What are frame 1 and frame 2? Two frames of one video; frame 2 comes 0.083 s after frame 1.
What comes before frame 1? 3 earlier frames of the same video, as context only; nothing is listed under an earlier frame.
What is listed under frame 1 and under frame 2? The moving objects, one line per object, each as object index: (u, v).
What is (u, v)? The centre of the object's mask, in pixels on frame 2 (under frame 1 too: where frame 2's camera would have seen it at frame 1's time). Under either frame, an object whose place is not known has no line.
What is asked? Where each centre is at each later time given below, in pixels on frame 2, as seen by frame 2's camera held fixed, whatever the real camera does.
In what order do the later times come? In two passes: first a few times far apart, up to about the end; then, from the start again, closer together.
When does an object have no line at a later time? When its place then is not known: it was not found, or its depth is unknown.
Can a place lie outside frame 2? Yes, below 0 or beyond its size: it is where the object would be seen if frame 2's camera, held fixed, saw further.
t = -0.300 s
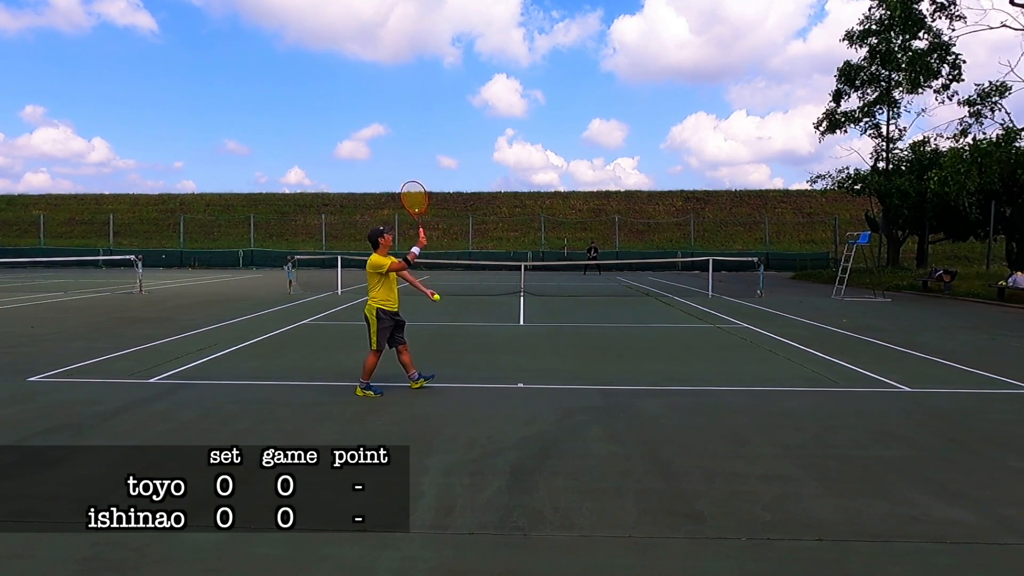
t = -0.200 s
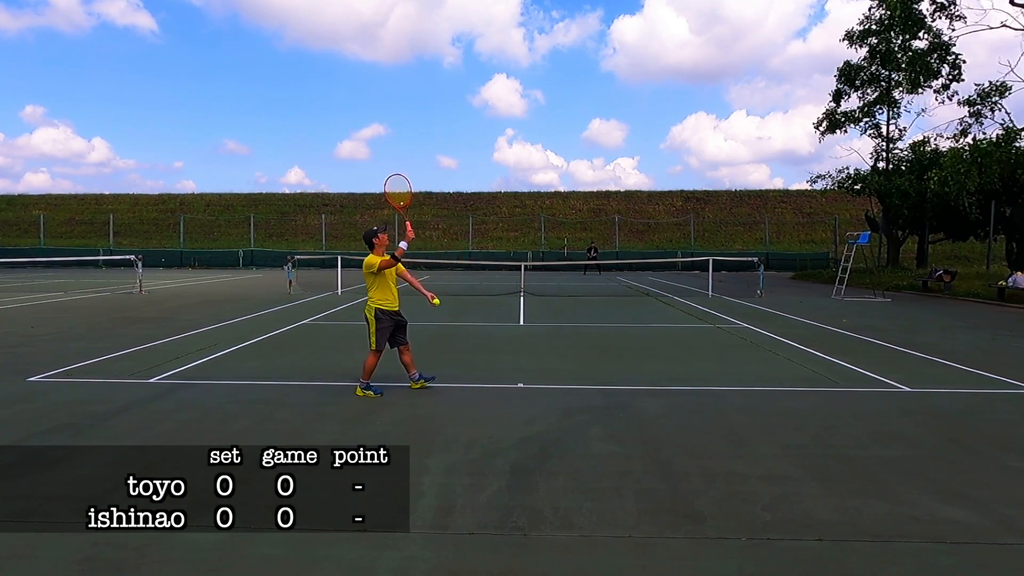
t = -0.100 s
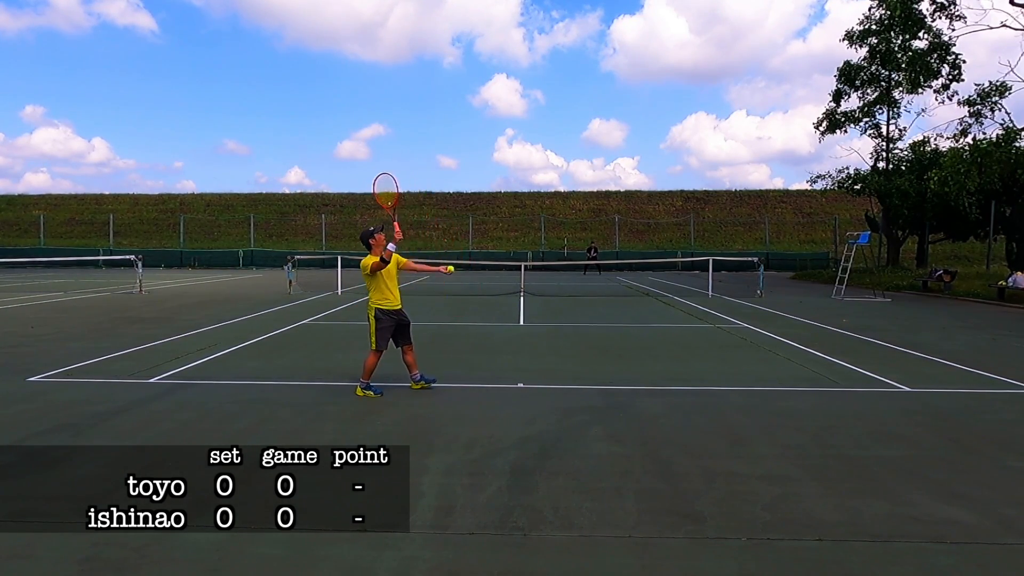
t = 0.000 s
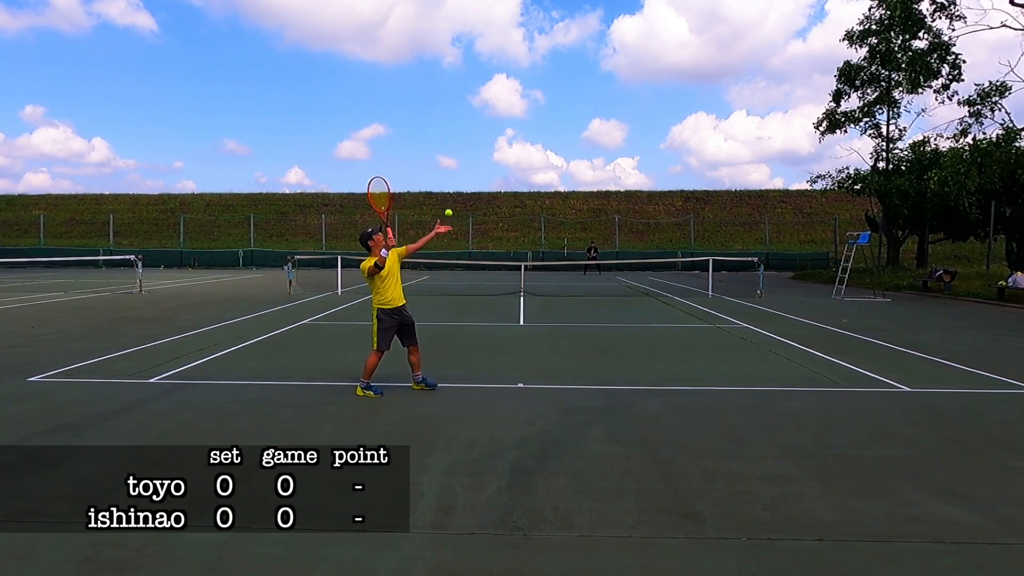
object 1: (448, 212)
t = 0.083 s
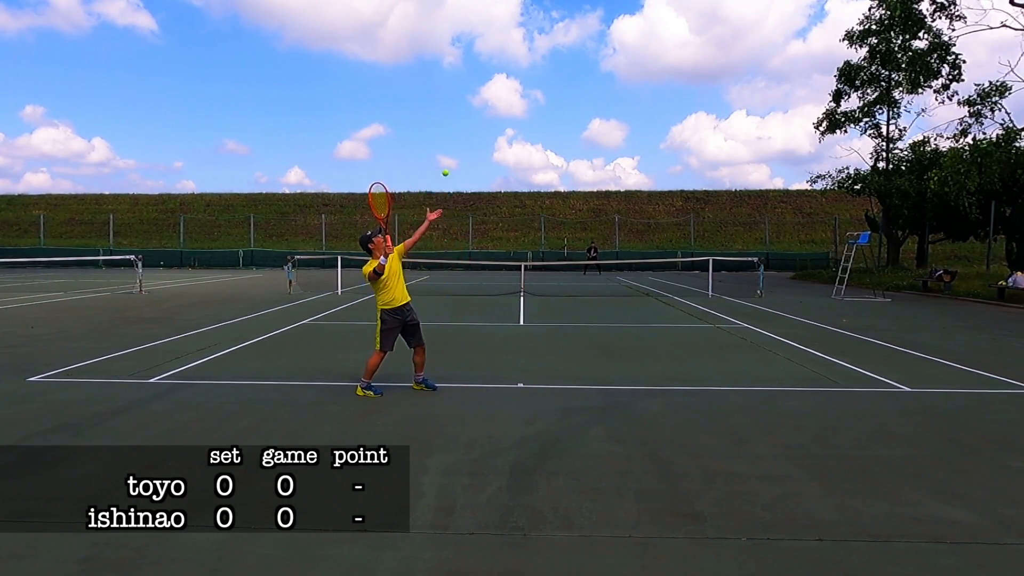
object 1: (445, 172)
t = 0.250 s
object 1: (439, 113)
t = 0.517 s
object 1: (429, 76)
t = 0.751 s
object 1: (421, 102)
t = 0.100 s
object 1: (445, 162)
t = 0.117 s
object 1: (444, 158)
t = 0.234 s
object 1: (439, 118)
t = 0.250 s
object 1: (439, 113)
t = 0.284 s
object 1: (438, 105)
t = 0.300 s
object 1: (437, 101)
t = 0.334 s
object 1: (436, 94)
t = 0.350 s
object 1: (435, 91)
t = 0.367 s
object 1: (434, 88)
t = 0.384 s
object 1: (434, 86)
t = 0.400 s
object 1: (433, 84)
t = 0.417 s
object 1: (433, 82)
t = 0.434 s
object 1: (432, 80)
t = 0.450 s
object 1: (431, 79)
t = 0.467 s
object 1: (431, 78)
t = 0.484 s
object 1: (430, 77)
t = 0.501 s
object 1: (430, 76)
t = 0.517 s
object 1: (429, 76)
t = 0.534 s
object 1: (428, 76)
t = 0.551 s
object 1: (428, 77)
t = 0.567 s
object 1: (427, 77)
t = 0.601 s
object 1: (426, 79)
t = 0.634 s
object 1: (425, 82)
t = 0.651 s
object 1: (424, 84)
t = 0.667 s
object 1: (423, 86)
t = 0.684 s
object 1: (423, 89)
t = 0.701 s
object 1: (423, 92)
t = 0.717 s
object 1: (422, 95)
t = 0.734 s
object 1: (421, 98)
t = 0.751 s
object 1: (421, 102)
